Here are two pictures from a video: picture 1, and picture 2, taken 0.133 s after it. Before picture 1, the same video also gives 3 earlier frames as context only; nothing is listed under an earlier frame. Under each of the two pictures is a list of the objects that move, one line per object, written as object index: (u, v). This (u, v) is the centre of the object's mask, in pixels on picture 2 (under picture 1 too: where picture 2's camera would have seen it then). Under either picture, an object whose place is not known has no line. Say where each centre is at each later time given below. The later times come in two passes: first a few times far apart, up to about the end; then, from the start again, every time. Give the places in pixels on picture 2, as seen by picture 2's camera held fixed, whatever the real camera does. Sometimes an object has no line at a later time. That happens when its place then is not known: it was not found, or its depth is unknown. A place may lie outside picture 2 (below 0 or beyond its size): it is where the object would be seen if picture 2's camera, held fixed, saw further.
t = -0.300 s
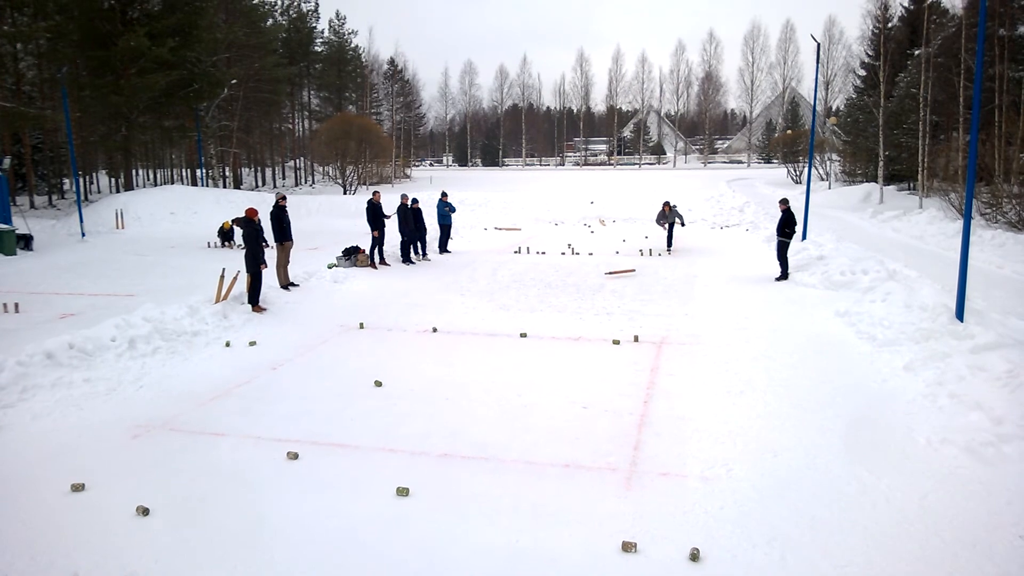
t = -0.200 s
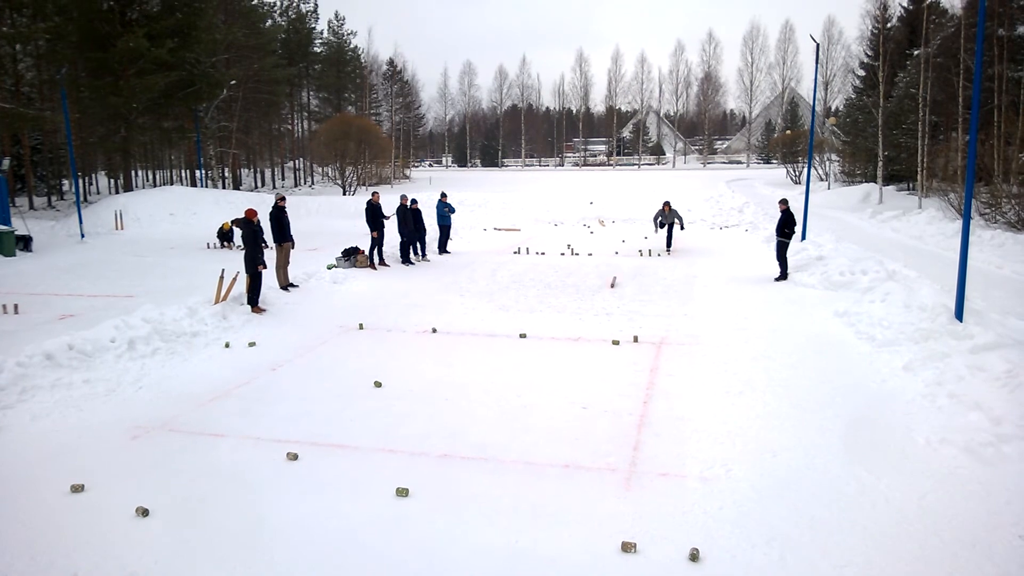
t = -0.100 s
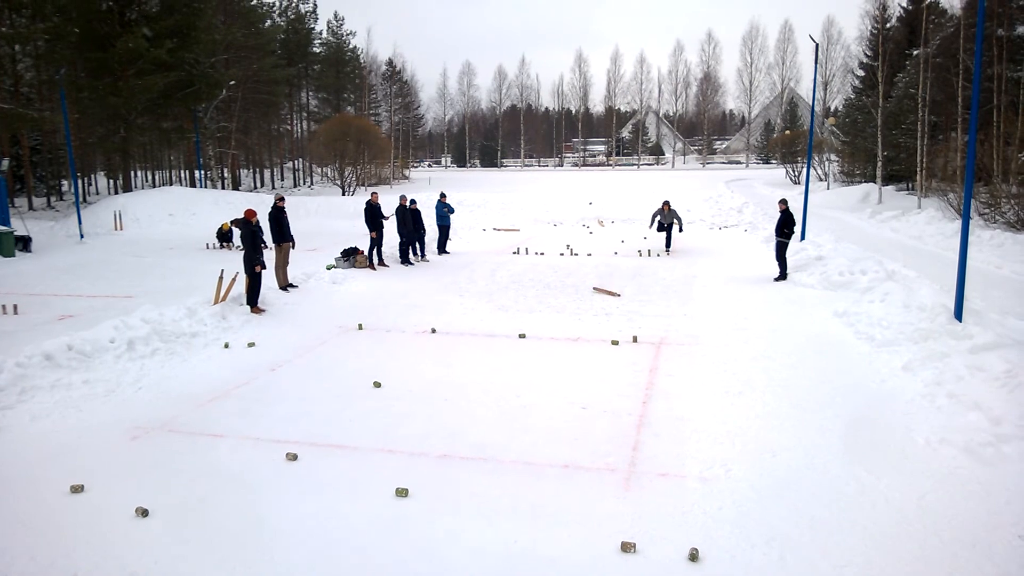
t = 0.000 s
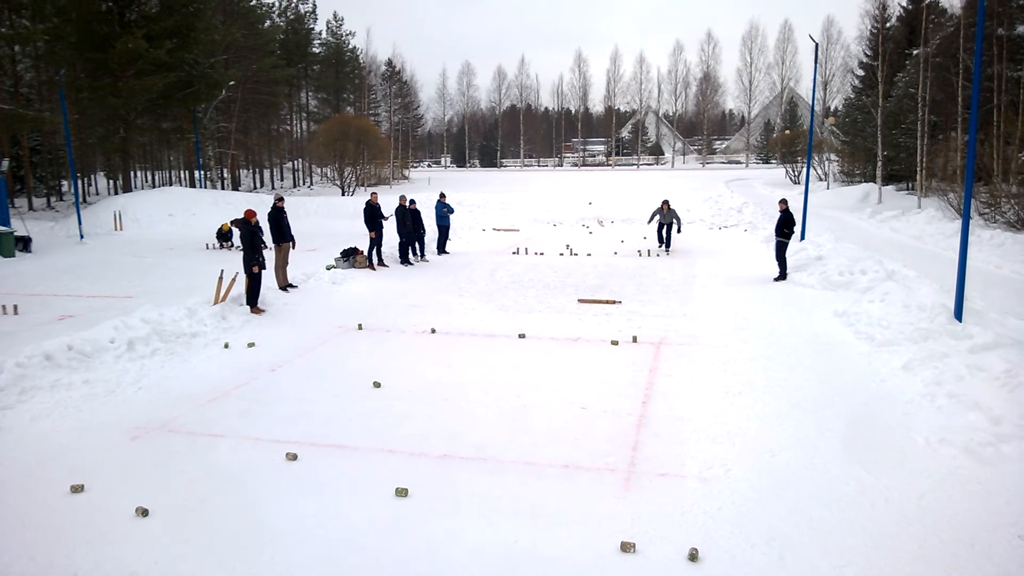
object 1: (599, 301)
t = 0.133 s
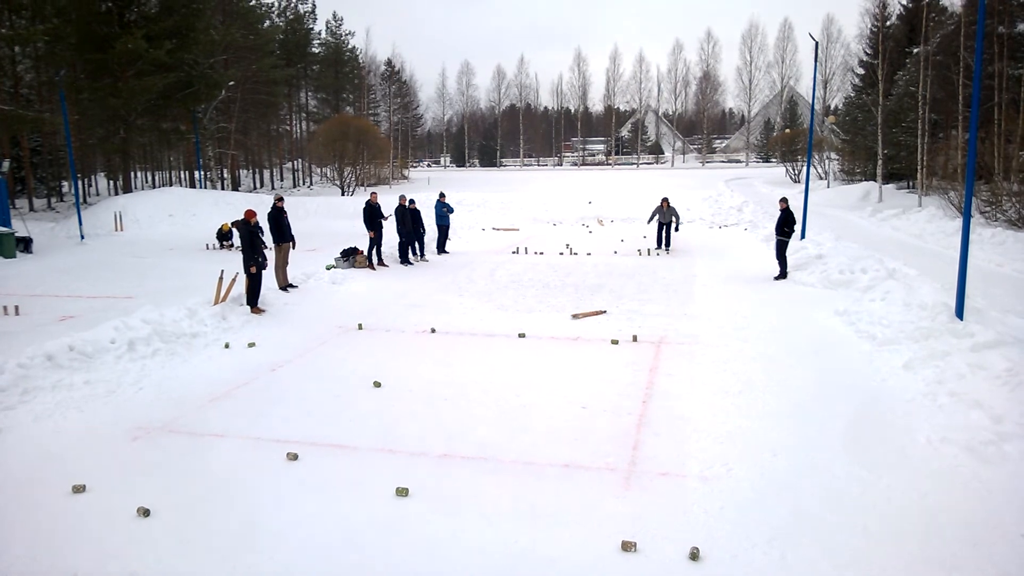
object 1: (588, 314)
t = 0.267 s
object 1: (576, 331)
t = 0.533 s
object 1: (550, 370)
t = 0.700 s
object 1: (525, 403)
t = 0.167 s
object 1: (585, 317)
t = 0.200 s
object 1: (582, 322)
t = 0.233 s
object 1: (579, 326)
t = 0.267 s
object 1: (576, 331)
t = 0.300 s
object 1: (573, 334)
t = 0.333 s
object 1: (570, 338)
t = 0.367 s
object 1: (568, 342)
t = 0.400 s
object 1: (564, 346)
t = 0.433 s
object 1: (560, 351)
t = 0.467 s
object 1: (557, 357)
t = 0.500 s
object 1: (553, 364)
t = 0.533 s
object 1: (550, 370)
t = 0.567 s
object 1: (546, 376)
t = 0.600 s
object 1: (541, 382)
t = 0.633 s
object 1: (535, 388)
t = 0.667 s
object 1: (530, 396)
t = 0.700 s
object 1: (525, 403)
